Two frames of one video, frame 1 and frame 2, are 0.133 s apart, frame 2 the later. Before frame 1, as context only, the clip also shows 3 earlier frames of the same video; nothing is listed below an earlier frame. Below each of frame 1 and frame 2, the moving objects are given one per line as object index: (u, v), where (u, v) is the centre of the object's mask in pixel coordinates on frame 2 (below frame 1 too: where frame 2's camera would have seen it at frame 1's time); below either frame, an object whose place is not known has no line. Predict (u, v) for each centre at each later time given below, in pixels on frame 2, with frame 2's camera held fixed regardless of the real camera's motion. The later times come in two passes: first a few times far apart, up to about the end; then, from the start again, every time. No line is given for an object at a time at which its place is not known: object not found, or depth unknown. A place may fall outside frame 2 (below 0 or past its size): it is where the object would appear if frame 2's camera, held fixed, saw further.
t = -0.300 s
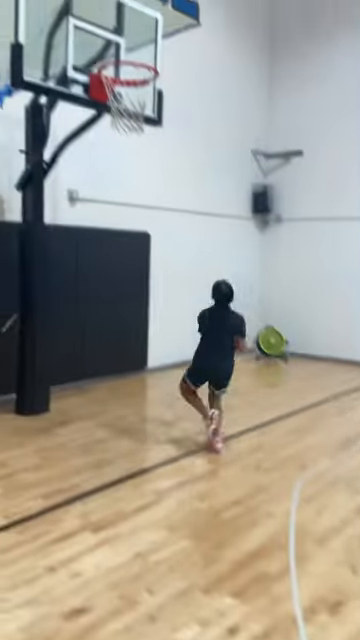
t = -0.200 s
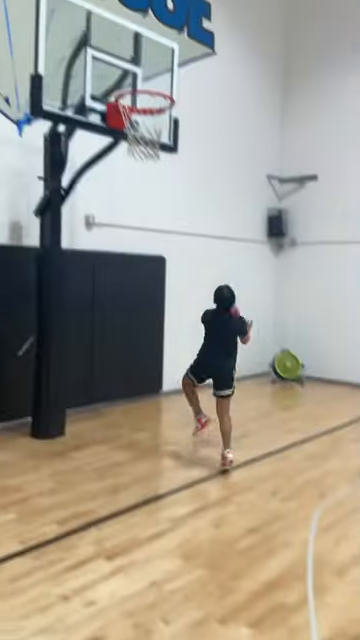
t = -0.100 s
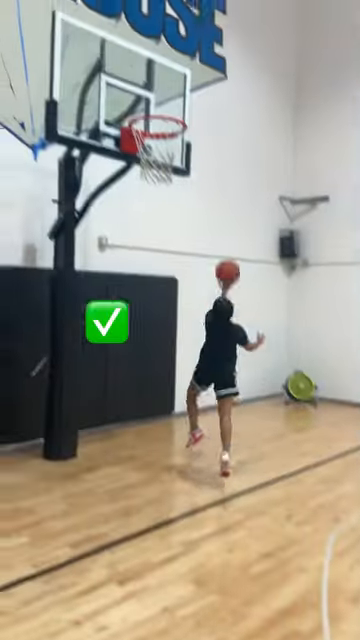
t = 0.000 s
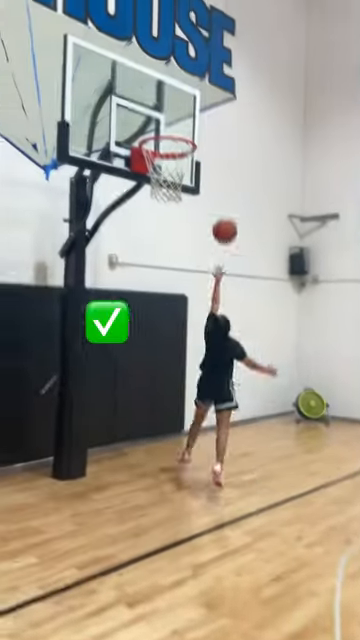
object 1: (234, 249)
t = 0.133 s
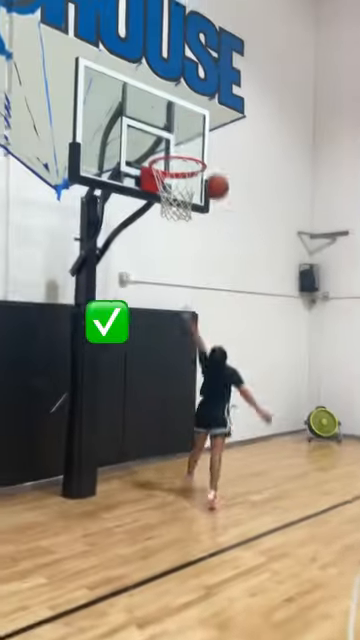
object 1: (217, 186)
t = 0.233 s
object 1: (202, 152)
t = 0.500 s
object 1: (175, 107)
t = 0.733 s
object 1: (174, 134)
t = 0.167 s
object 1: (213, 174)
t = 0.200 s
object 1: (207, 162)
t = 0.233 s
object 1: (202, 152)
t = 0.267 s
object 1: (197, 142)
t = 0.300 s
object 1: (190, 130)
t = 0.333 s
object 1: (186, 124)
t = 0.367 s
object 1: (181, 118)
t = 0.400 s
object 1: (176, 114)
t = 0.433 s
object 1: (176, 110)
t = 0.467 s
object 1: (176, 108)
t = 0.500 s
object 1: (175, 107)
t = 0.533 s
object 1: (176, 107)
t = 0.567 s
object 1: (175, 108)
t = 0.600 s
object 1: (175, 111)
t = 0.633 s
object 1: (175, 115)
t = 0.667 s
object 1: (175, 119)
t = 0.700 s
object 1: (175, 126)
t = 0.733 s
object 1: (174, 134)
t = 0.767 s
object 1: (174, 143)
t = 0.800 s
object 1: (174, 153)
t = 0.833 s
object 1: (173, 165)
